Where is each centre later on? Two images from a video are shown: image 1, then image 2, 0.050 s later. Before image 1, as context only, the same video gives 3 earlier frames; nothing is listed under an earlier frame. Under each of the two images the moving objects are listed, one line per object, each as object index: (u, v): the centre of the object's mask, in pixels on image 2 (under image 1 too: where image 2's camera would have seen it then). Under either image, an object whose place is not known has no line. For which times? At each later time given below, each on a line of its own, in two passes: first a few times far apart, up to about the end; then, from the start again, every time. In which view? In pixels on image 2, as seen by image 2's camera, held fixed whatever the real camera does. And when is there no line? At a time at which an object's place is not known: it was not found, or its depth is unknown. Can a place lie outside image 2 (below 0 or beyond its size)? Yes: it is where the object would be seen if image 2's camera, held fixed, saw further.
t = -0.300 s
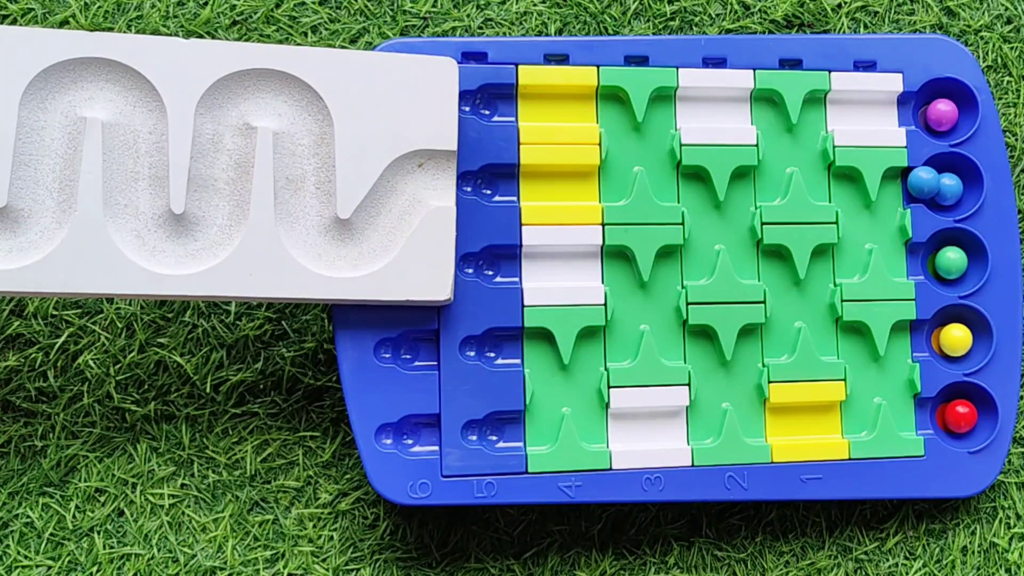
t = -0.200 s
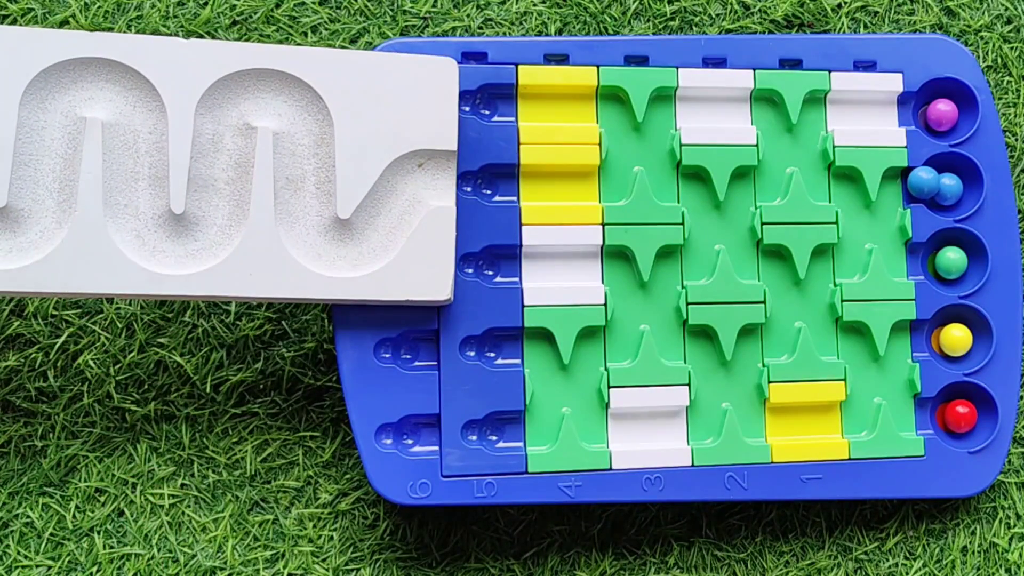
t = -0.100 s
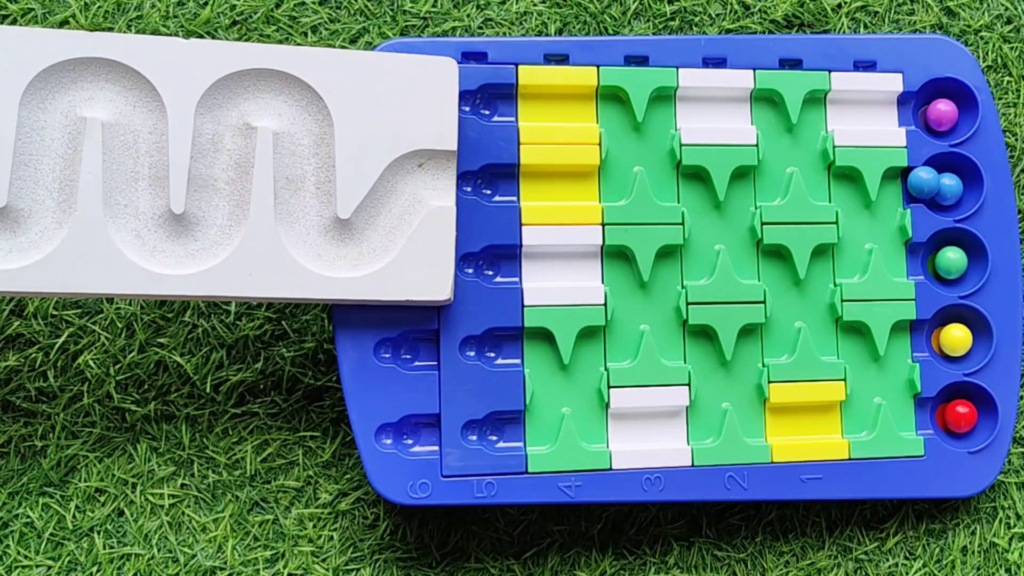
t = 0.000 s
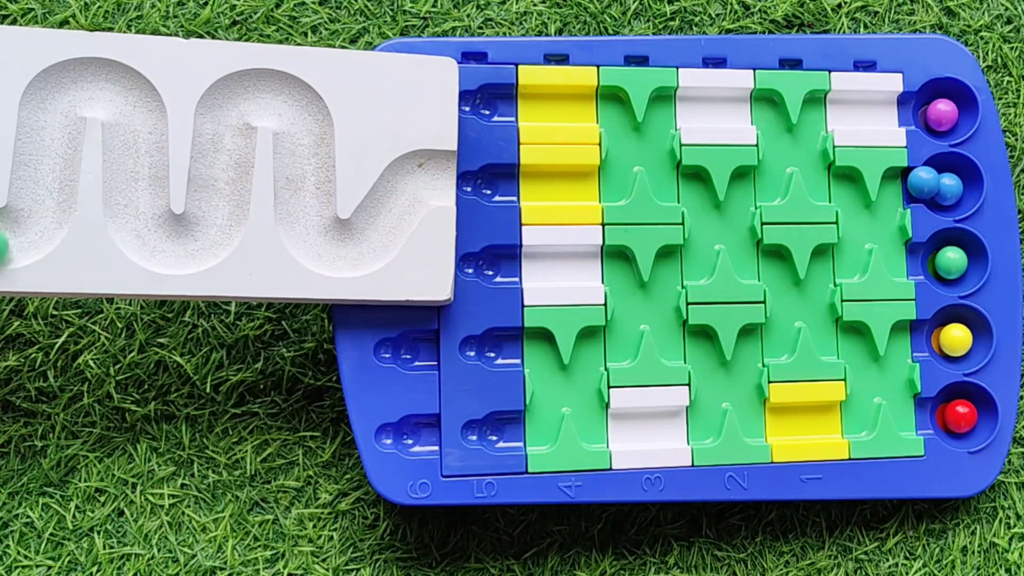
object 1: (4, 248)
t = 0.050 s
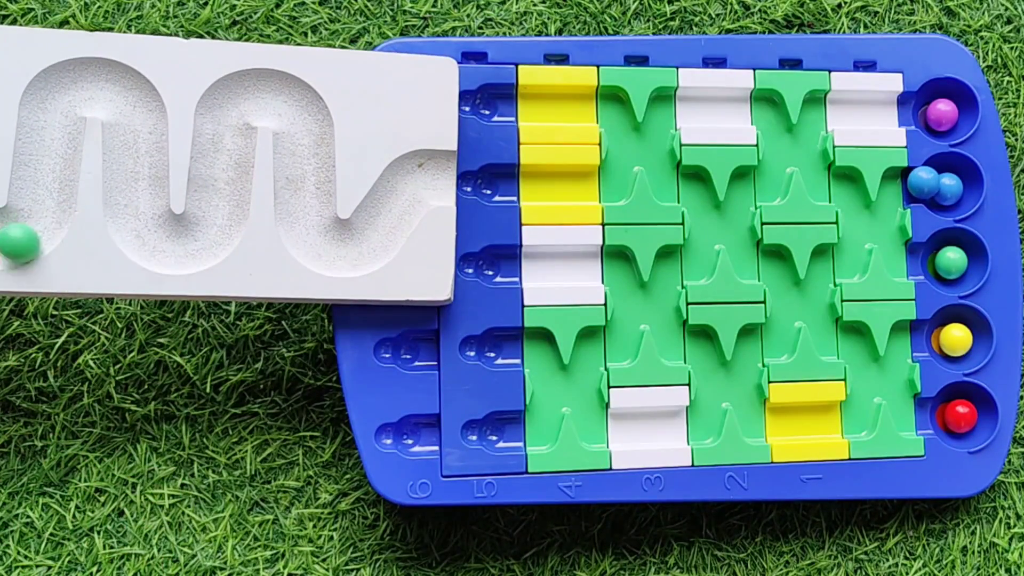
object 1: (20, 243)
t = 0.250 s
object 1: (48, 125)
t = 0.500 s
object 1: (144, 139)
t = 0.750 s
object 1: (199, 246)
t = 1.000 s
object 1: (237, 98)
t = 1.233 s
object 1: (302, 177)
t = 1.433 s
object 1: (364, 251)
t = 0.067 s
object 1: (29, 236)
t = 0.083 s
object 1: (40, 227)
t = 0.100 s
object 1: (48, 218)
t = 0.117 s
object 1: (53, 208)
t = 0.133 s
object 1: (54, 198)
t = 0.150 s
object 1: (53, 188)
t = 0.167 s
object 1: (50, 177)
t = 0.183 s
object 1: (47, 165)
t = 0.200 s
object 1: (45, 155)
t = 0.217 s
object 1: (44, 144)
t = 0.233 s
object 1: (45, 134)
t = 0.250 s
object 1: (48, 125)
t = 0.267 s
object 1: (51, 114)
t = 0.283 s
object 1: (56, 104)
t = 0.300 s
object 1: (61, 94)
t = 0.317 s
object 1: (67, 84)
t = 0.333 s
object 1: (74, 77)
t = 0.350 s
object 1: (82, 73)
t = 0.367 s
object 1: (92, 74)
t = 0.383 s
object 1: (103, 79)
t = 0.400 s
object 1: (115, 85)
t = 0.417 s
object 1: (127, 92)
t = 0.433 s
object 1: (138, 99)
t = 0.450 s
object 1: (144, 107)
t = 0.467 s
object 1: (147, 116)
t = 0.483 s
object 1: (147, 128)
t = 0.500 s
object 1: (144, 139)
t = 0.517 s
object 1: (139, 151)
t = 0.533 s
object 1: (135, 161)
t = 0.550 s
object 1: (131, 171)
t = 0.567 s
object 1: (130, 181)
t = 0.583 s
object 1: (130, 191)
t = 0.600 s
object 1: (133, 201)
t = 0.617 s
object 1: (137, 211)
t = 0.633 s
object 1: (141, 220)
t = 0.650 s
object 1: (145, 229)
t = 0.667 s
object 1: (152, 240)
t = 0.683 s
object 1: (159, 249)
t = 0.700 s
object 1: (168, 254)
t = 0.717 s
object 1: (178, 255)
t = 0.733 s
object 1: (188, 252)
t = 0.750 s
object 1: (199, 246)
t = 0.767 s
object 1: (210, 239)
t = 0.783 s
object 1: (220, 231)
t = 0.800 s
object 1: (227, 221)
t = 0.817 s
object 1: (229, 211)
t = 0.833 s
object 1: (229, 200)
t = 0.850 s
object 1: (227, 191)
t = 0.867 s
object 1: (223, 181)
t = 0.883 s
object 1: (220, 170)
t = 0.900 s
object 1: (218, 159)
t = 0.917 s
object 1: (217, 148)
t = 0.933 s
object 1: (219, 138)
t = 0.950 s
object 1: (222, 129)
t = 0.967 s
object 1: (226, 118)
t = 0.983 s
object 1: (232, 108)
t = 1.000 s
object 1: (237, 98)
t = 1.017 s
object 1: (244, 90)
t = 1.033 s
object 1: (251, 84)
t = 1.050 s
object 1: (261, 83)
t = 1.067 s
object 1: (271, 87)
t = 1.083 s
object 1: (282, 93)
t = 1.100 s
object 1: (294, 100)
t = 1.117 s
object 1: (305, 107)
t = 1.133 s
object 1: (312, 115)
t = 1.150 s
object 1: (316, 125)
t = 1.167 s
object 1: (316, 135)
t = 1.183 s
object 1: (314, 146)
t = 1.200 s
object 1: (309, 156)
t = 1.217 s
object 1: (305, 167)
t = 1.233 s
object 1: (302, 177)
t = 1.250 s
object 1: (300, 188)
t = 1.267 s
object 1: (300, 198)
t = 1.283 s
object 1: (302, 206)
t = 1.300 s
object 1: (305, 216)
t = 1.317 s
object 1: (309, 225)
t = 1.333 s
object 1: (314, 235)
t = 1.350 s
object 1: (320, 244)
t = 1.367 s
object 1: (327, 253)
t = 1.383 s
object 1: (335, 257)
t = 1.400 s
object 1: (344, 259)
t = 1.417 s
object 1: (354, 256)
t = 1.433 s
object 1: (364, 251)
